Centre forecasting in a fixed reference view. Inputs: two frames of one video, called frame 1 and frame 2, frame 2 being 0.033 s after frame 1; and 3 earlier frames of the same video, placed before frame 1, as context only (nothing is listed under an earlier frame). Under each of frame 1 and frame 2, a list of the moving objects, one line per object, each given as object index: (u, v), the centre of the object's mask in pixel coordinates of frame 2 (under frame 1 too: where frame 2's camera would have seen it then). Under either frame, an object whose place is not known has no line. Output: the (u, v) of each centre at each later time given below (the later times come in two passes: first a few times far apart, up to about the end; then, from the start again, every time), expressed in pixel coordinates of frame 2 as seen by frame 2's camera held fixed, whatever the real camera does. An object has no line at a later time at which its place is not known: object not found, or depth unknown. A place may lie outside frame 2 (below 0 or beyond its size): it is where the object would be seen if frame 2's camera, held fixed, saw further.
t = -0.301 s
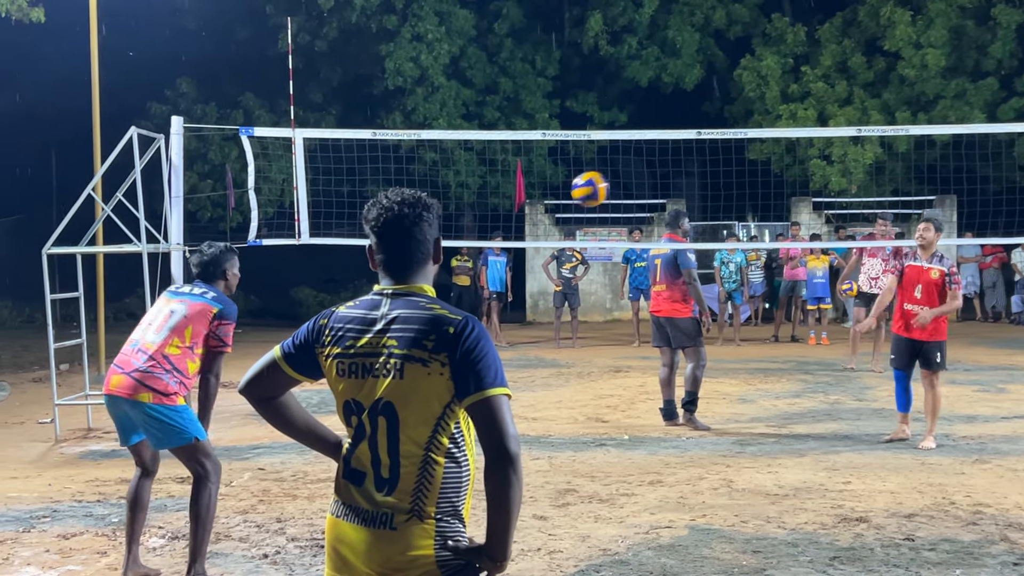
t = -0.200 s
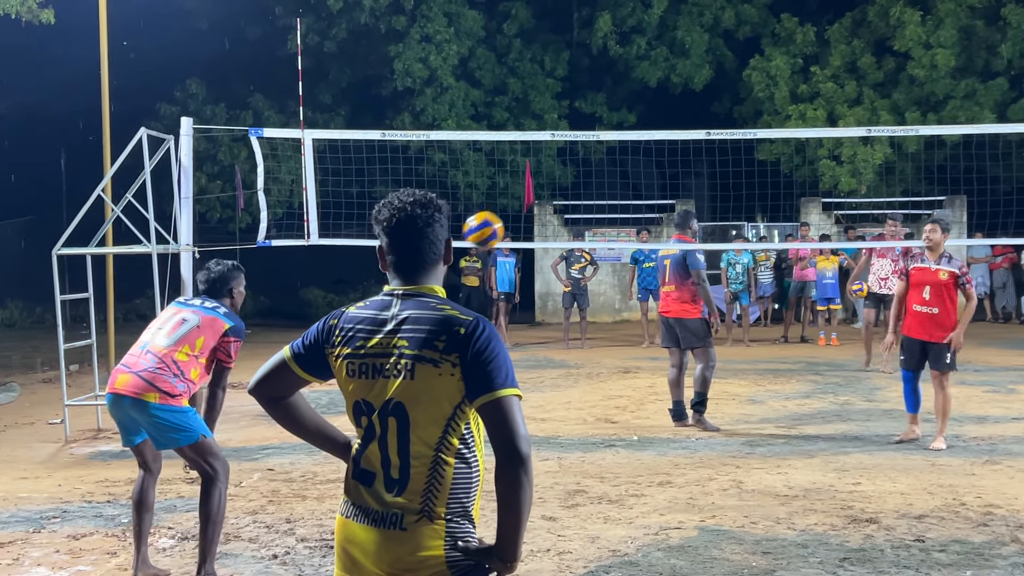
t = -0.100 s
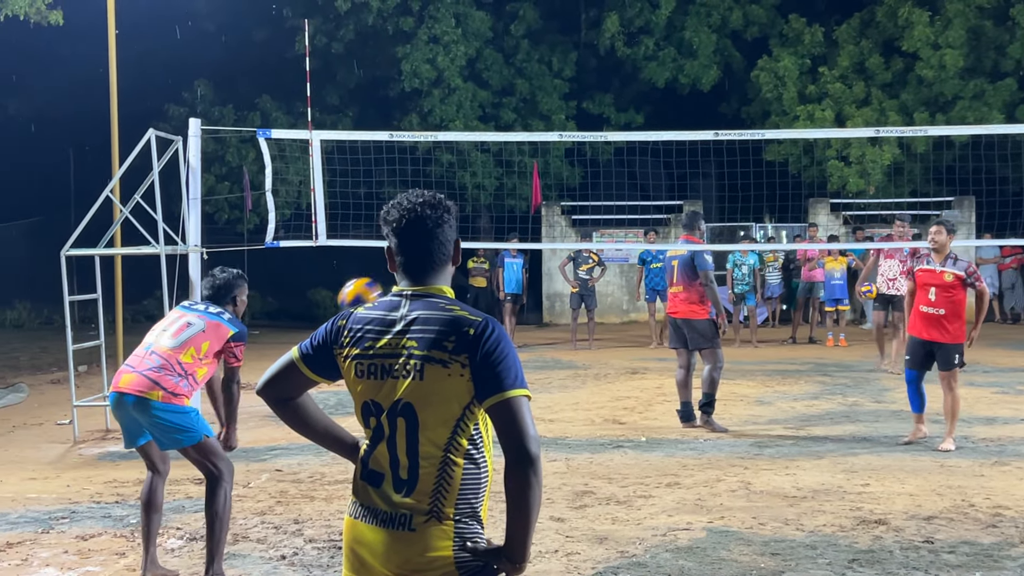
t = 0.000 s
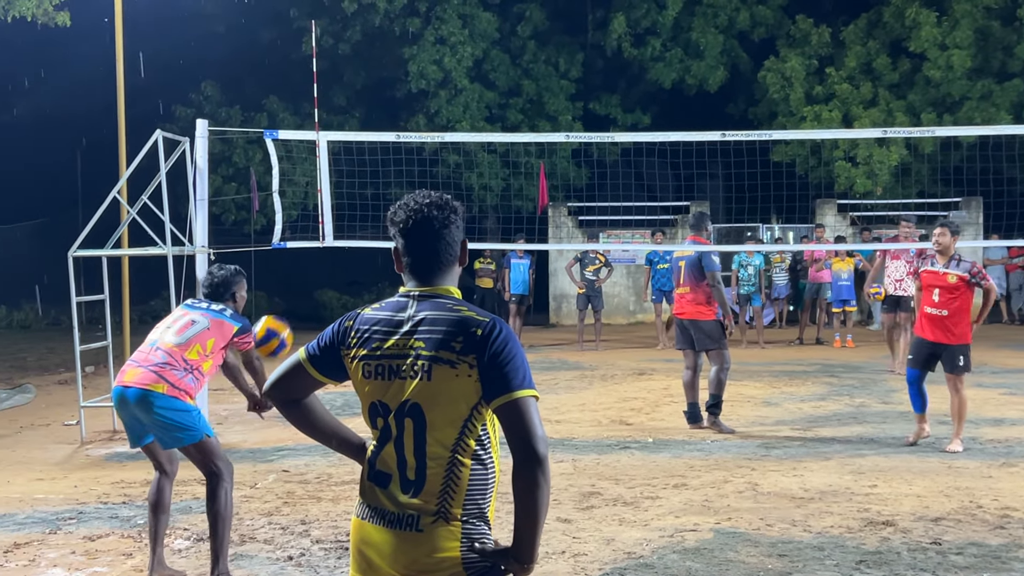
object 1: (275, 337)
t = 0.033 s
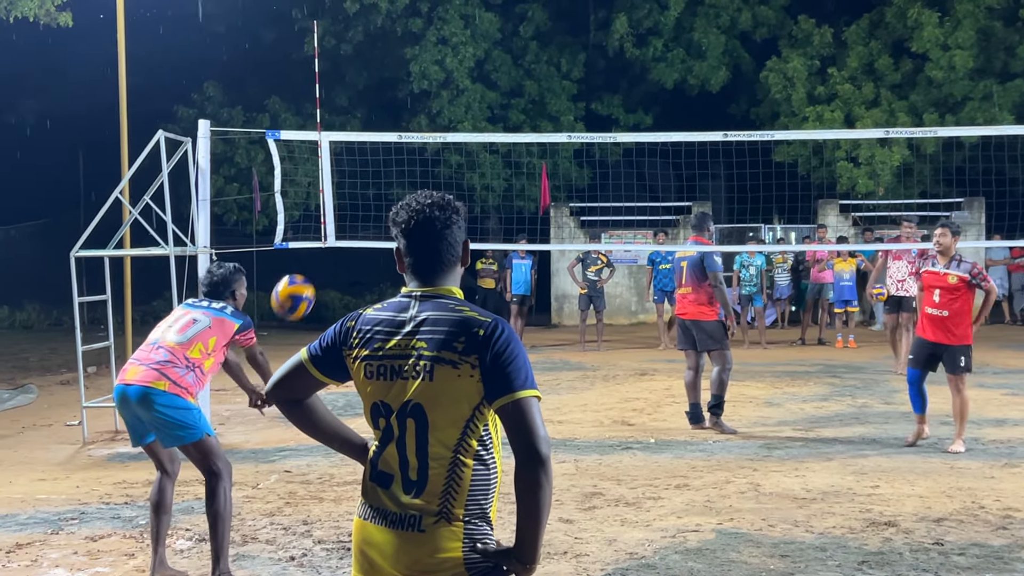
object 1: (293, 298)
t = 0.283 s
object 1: (428, 85)
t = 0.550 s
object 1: (540, 11)
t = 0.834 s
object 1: (631, 51)
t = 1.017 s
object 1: (679, 125)
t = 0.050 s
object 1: (303, 278)
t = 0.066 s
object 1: (312, 261)
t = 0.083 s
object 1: (322, 242)
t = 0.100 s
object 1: (332, 224)
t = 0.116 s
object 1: (343, 208)
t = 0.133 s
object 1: (352, 193)
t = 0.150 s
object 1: (360, 178)
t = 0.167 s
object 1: (369, 164)
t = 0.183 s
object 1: (377, 151)
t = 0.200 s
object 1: (387, 138)
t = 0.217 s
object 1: (396, 125)
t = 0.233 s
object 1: (404, 115)
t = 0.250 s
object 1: (412, 104)
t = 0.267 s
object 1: (420, 94)
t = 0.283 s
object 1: (428, 85)
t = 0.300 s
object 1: (436, 76)
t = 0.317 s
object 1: (444, 68)
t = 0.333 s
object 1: (451, 61)
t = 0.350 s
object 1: (459, 54)
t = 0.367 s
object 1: (467, 48)
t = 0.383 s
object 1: (474, 41)
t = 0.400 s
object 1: (481, 37)
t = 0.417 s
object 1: (488, 31)
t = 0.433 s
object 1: (495, 27)
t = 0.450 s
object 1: (502, 24)
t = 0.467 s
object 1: (509, 20)
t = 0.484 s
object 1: (515, 18)
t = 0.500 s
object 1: (522, 15)
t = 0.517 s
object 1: (528, 13)
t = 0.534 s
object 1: (534, 12)
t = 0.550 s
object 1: (540, 11)
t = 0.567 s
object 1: (546, 10)
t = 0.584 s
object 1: (552, 10)
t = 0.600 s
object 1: (558, 10)
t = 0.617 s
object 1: (563, 11)
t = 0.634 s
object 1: (569, 11)
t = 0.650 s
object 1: (575, 13)
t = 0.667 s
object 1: (580, 15)
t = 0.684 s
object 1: (586, 17)
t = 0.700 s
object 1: (591, 20)
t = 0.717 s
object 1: (596, 22)
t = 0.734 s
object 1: (601, 25)
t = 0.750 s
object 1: (607, 29)
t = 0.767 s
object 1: (612, 33)
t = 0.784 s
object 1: (617, 37)
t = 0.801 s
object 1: (622, 41)
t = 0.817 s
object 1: (627, 46)
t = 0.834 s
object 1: (631, 51)
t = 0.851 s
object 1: (636, 56)
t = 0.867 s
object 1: (641, 62)
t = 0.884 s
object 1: (645, 67)
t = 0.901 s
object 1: (650, 73)
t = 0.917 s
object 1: (654, 80)
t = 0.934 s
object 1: (658, 87)
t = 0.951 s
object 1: (663, 95)
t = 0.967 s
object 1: (667, 102)
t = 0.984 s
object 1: (671, 110)
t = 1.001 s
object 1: (676, 118)
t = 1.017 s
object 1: (679, 125)
